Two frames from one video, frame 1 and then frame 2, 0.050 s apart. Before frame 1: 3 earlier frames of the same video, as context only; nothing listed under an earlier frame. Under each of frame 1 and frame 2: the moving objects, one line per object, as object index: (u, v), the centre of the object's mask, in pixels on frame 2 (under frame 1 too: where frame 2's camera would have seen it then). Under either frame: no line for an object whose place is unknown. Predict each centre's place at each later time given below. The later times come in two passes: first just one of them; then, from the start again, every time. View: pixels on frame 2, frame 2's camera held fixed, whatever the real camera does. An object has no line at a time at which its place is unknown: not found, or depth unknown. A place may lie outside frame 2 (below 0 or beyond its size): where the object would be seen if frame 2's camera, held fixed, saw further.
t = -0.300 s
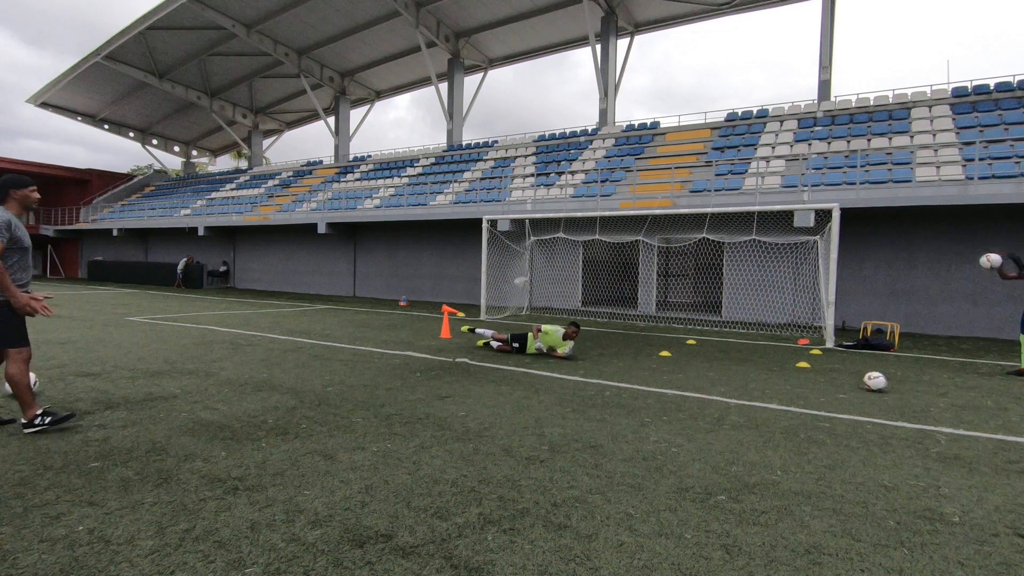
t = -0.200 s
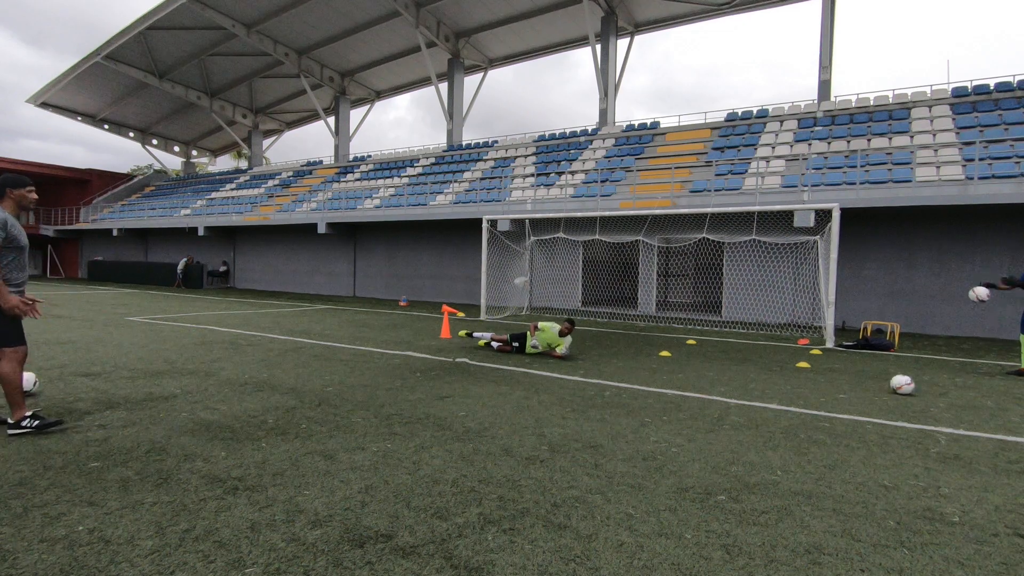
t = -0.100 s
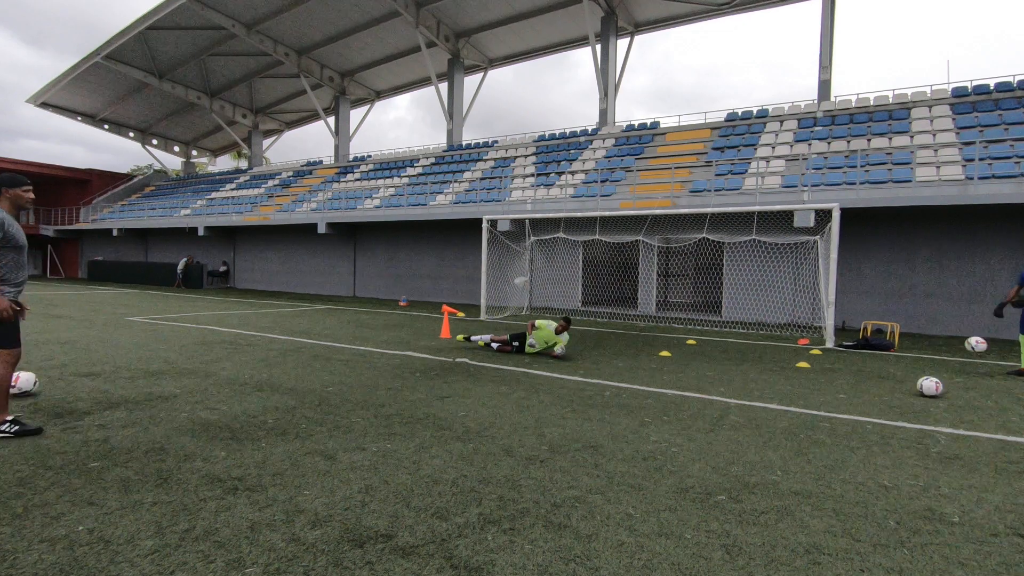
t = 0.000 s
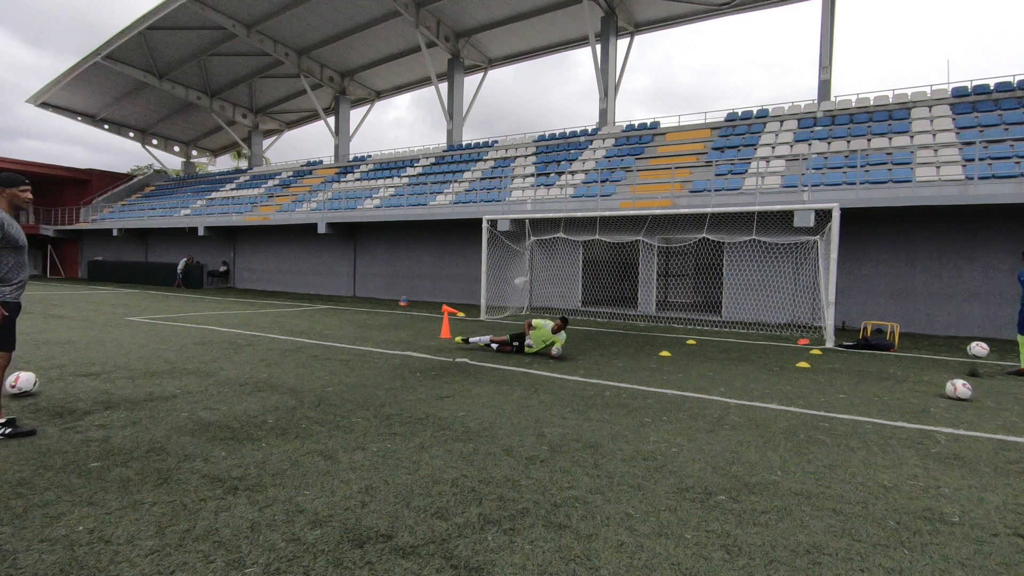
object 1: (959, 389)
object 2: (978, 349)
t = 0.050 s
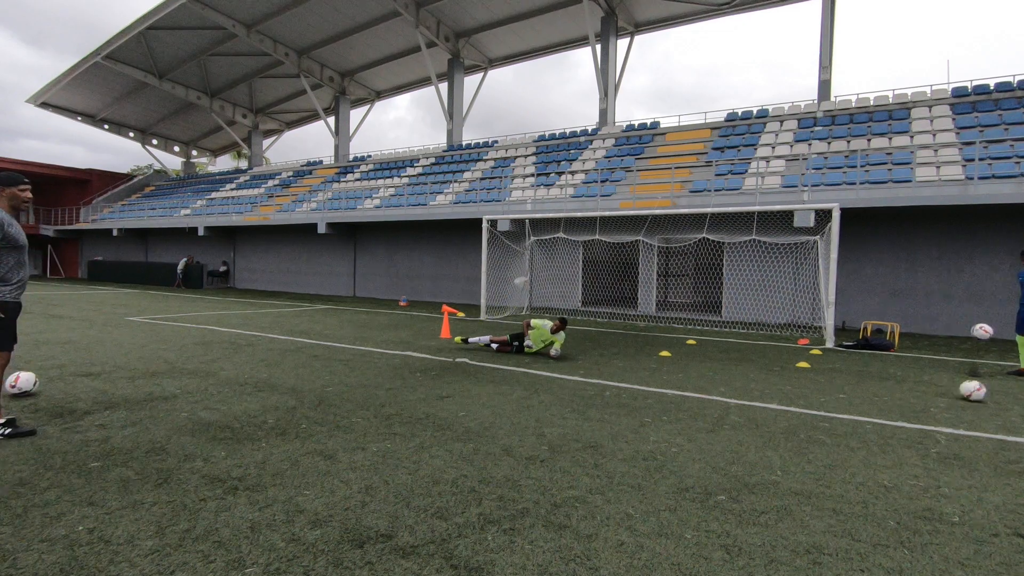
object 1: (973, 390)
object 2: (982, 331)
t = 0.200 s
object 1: (1014, 394)
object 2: (993, 288)
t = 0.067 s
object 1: (977, 391)
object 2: (983, 326)
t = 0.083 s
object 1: (983, 391)
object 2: (984, 320)
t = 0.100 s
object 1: (988, 393)
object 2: (986, 315)
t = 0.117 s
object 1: (992, 393)
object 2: (987, 310)
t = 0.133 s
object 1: (997, 393)
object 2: (988, 305)
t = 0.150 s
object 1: (1002, 394)
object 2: (989, 301)
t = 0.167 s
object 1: (1007, 394)
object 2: (990, 296)
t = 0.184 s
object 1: (1011, 394)
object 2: (992, 292)
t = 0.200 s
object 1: (1014, 394)
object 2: (993, 288)
